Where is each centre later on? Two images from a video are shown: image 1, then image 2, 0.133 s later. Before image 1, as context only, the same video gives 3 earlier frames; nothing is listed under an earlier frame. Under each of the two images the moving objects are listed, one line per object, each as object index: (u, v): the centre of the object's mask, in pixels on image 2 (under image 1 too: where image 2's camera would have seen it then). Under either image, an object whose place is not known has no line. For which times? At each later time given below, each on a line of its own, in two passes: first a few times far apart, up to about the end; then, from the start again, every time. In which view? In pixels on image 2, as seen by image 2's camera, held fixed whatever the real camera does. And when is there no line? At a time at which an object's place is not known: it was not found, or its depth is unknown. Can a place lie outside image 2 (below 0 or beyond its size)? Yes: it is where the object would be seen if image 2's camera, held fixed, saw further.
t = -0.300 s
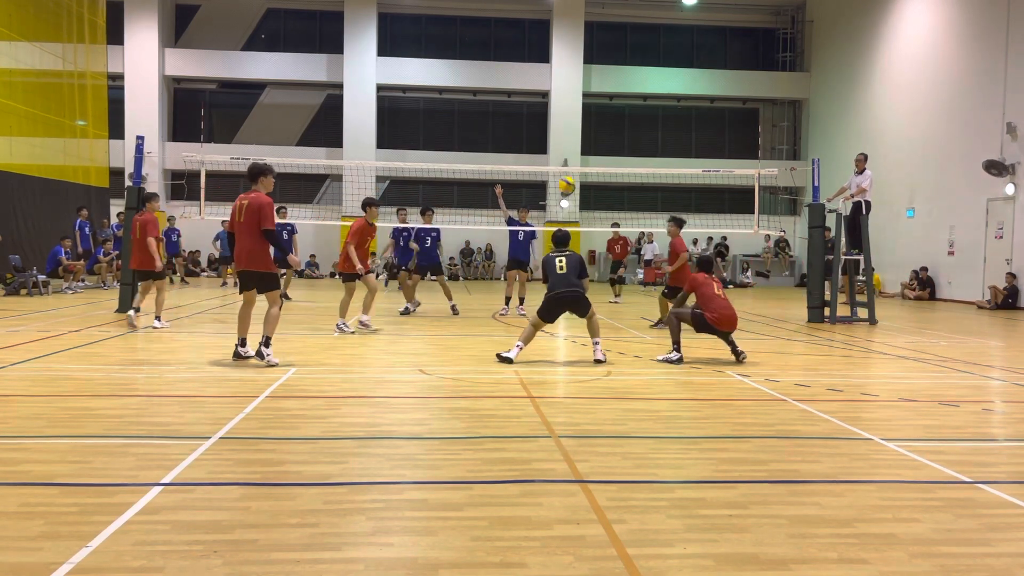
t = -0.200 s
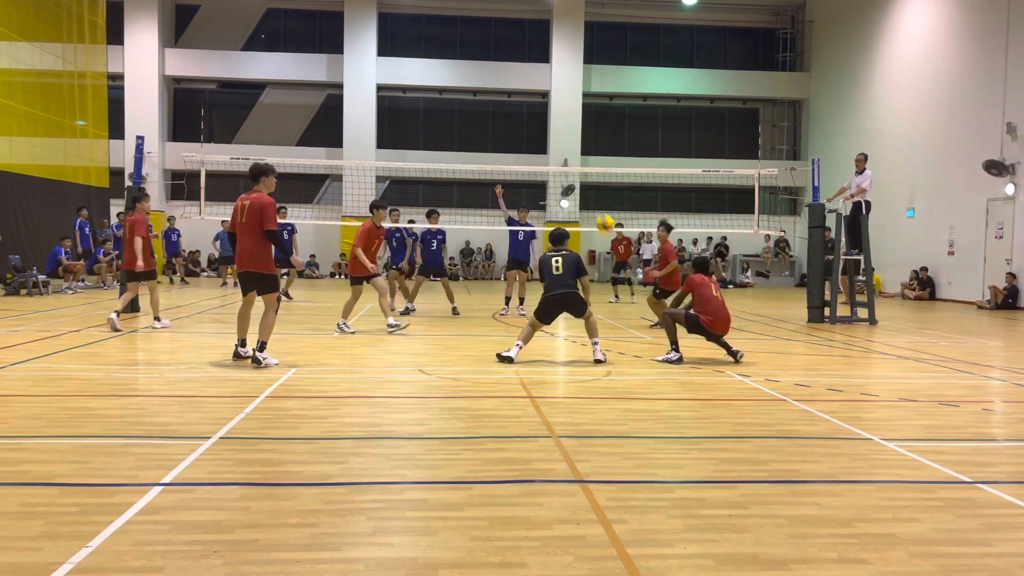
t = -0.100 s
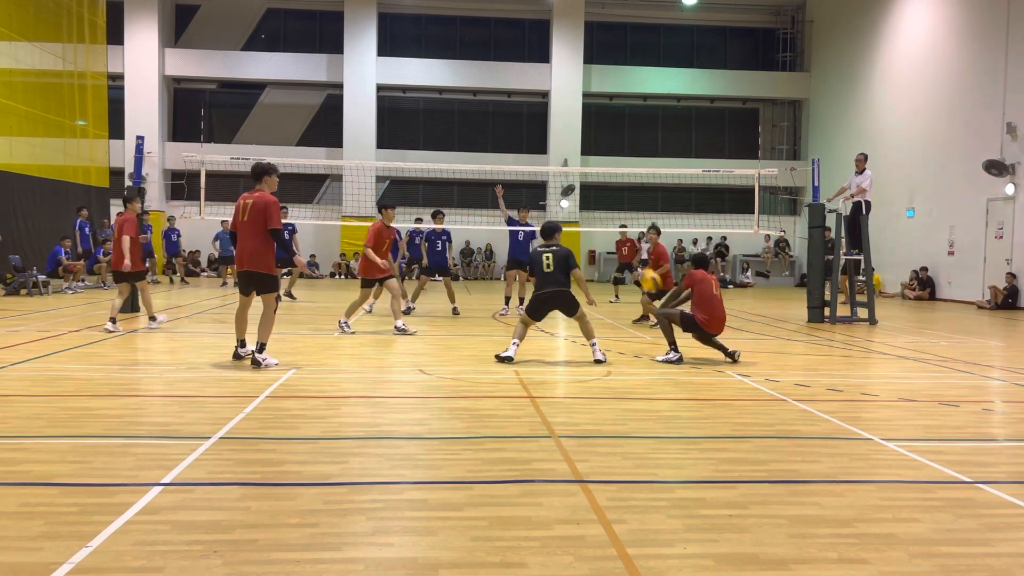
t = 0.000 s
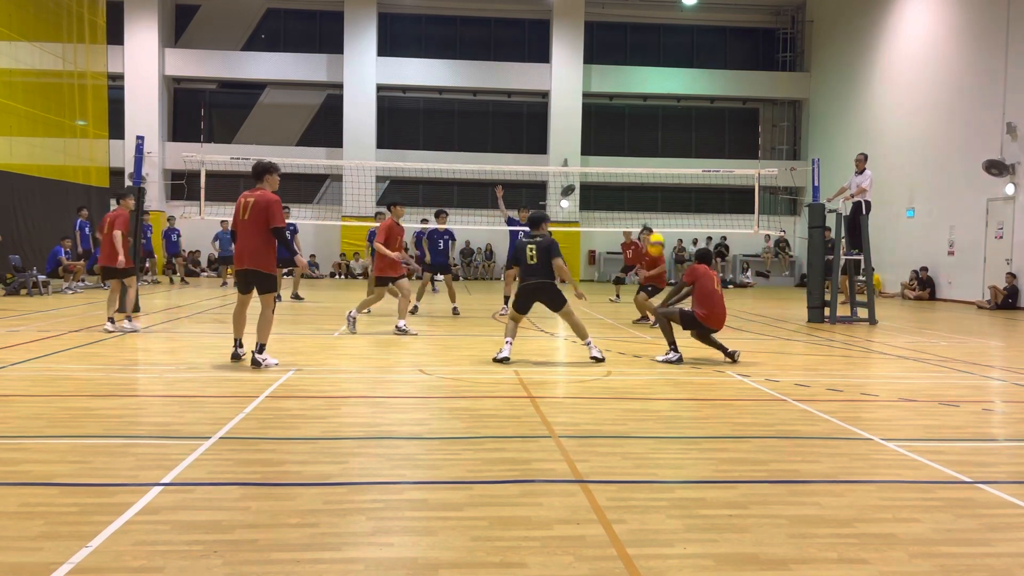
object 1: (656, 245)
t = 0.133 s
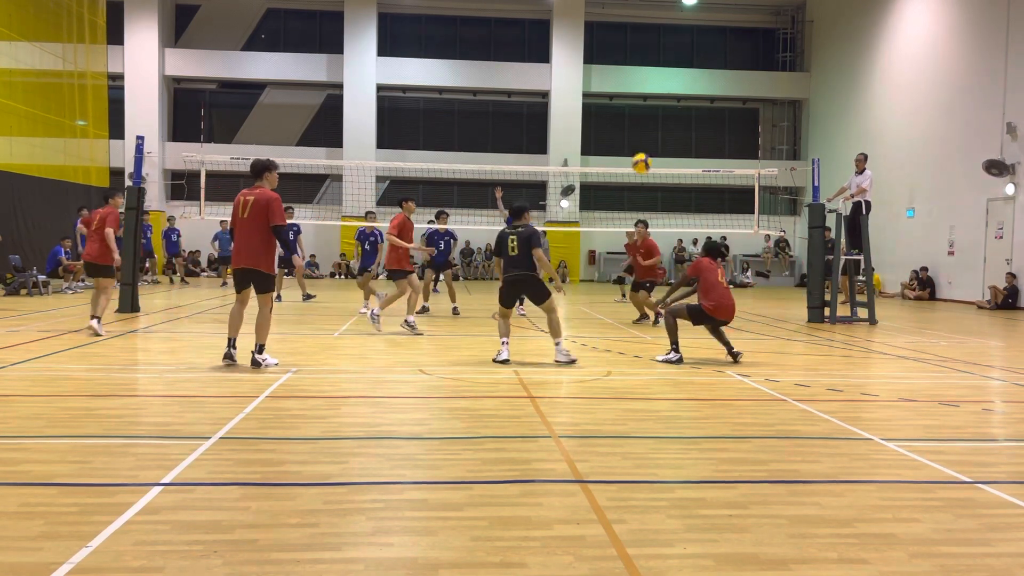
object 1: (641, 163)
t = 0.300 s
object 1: (625, 91)
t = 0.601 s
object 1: (599, 27)
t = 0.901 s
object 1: (573, 38)
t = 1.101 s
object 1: (557, 81)
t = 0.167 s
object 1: (638, 147)
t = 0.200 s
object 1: (635, 131)
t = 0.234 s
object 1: (632, 117)
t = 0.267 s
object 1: (628, 104)
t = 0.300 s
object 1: (625, 91)
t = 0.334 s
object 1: (622, 80)
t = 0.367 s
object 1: (619, 69)
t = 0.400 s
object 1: (616, 60)
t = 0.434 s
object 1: (613, 52)
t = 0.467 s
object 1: (610, 46)
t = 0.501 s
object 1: (607, 39)
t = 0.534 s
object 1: (604, 34)
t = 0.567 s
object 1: (602, 30)
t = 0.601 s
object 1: (599, 27)
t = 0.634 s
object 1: (596, 24)
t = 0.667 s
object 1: (593, 23)
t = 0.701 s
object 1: (590, 23)
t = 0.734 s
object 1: (588, 23)
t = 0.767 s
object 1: (585, 24)
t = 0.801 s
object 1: (582, 26)
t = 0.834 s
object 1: (579, 29)
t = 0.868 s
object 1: (576, 33)
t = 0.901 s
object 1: (573, 38)
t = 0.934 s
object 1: (571, 43)
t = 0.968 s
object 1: (568, 49)
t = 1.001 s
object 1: (565, 56)
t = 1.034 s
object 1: (562, 64)
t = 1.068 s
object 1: (560, 72)
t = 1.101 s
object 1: (557, 81)
